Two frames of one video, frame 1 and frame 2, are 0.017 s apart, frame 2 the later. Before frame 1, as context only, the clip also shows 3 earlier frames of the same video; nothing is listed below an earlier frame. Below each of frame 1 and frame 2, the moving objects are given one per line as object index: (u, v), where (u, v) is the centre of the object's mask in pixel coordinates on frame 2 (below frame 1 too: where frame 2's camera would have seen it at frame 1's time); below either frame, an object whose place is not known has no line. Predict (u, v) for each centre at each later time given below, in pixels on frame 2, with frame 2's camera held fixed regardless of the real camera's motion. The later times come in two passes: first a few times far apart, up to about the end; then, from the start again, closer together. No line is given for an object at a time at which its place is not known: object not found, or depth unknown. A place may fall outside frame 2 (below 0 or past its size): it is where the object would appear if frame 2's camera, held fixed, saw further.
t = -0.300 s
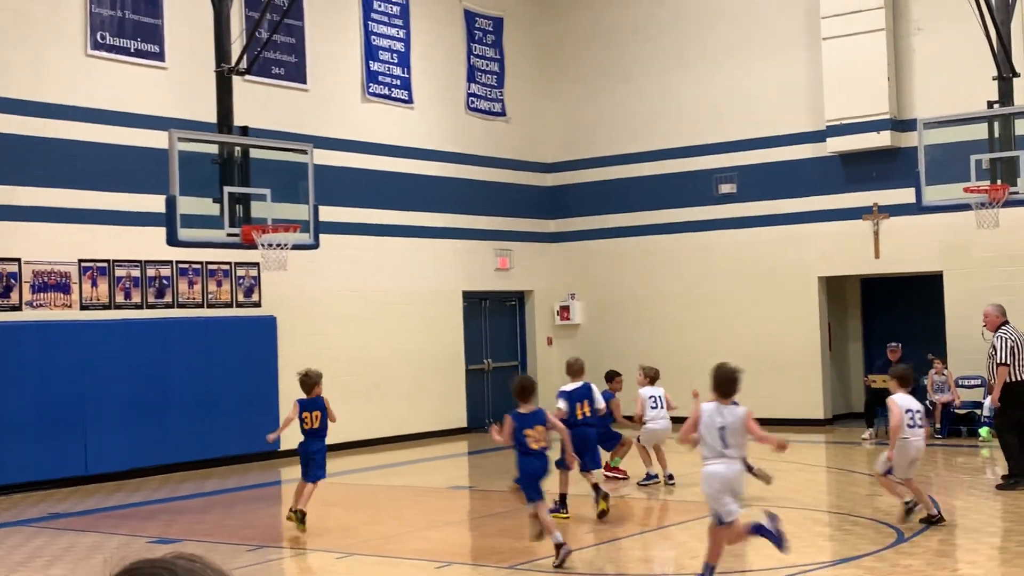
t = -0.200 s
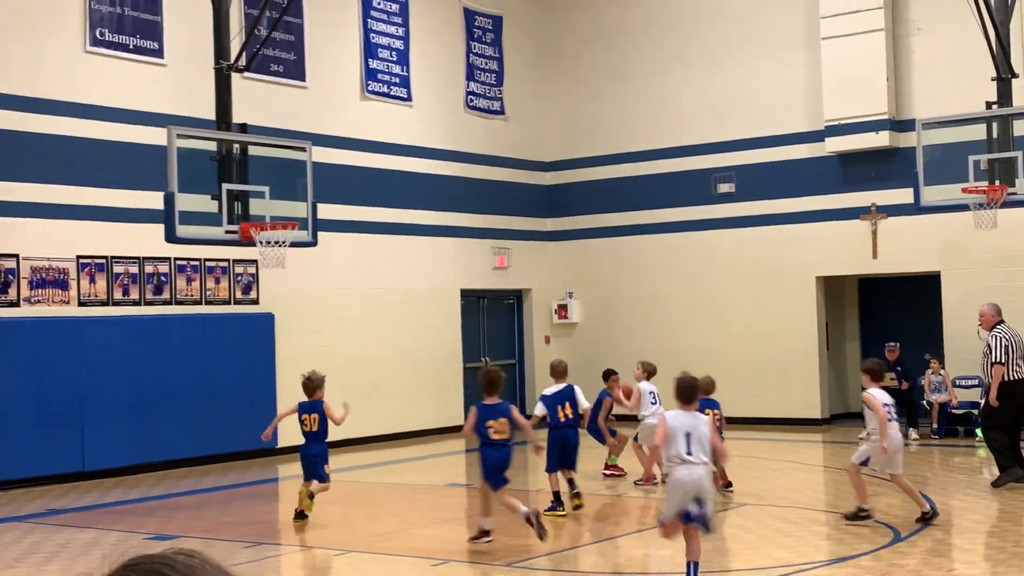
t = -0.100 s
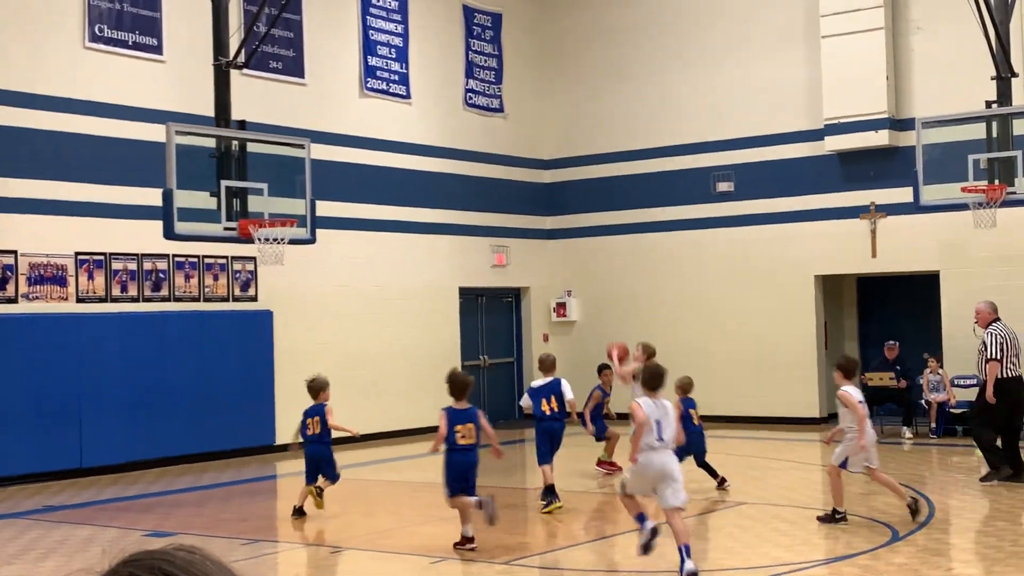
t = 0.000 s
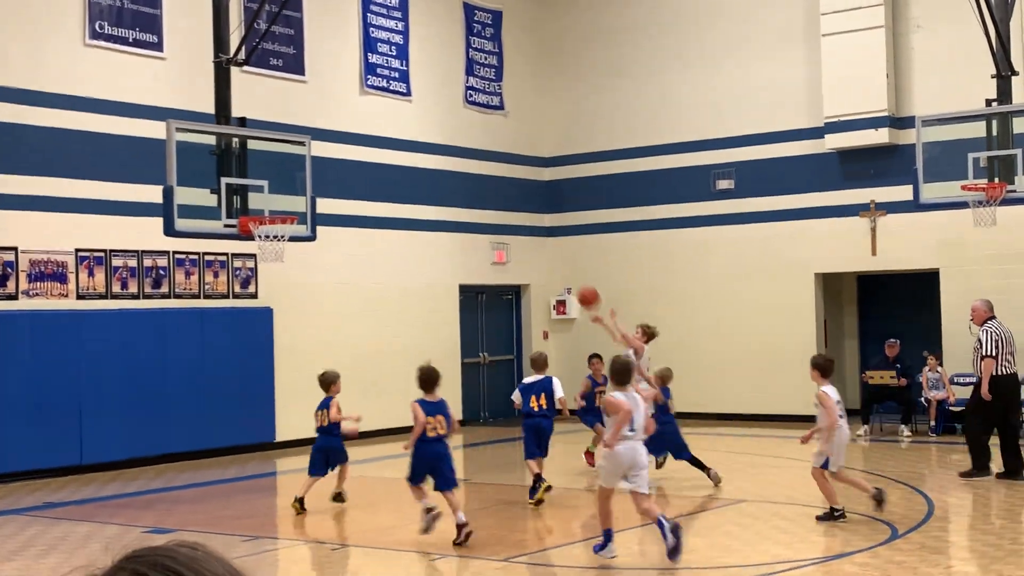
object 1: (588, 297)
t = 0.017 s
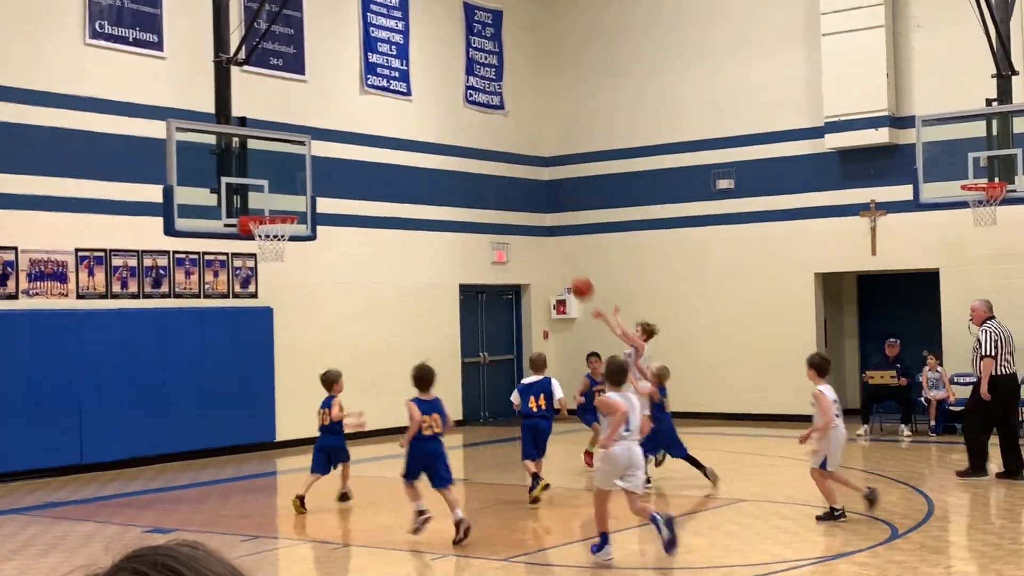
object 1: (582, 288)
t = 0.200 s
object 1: (513, 206)
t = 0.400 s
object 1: (439, 155)
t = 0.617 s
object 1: (359, 142)
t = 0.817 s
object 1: (285, 170)
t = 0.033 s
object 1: (575, 279)
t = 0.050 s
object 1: (569, 271)
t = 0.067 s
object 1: (563, 263)
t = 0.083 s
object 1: (557, 255)
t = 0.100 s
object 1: (551, 247)
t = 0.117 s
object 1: (544, 239)
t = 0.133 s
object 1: (538, 233)
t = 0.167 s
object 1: (526, 219)
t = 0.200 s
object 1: (513, 206)
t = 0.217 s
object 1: (507, 201)
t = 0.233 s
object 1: (501, 196)
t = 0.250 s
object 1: (495, 191)
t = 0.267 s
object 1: (488, 186)
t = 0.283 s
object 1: (482, 182)
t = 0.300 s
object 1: (476, 177)
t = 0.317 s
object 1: (470, 173)
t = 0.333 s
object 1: (464, 168)
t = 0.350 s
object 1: (457, 165)
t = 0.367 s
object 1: (451, 161)
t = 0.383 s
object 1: (445, 158)
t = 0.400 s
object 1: (439, 155)
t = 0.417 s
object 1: (433, 153)
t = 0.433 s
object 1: (427, 151)
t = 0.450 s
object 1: (420, 149)
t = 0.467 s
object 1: (414, 147)
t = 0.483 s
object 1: (408, 145)
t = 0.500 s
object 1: (402, 144)
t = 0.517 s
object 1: (396, 143)
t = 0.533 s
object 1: (389, 142)
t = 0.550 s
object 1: (383, 142)
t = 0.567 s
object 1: (377, 142)
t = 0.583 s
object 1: (371, 142)
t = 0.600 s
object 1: (365, 142)
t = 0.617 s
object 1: (359, 142)
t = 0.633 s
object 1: (353, 143)
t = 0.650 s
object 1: (346, 144)
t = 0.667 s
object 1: (340, 145)
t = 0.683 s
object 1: (334, 147)
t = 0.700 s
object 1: (329, 149)
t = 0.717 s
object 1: (322, 151)
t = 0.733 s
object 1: (316, 153)
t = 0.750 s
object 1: (310, 156)
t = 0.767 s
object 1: (304, 160)
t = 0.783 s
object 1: (297, 163)
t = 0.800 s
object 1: (292, 166)
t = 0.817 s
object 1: (285, 170)
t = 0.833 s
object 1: (279, 174)
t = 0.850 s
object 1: (273, 178)
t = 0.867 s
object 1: (267, 183)
